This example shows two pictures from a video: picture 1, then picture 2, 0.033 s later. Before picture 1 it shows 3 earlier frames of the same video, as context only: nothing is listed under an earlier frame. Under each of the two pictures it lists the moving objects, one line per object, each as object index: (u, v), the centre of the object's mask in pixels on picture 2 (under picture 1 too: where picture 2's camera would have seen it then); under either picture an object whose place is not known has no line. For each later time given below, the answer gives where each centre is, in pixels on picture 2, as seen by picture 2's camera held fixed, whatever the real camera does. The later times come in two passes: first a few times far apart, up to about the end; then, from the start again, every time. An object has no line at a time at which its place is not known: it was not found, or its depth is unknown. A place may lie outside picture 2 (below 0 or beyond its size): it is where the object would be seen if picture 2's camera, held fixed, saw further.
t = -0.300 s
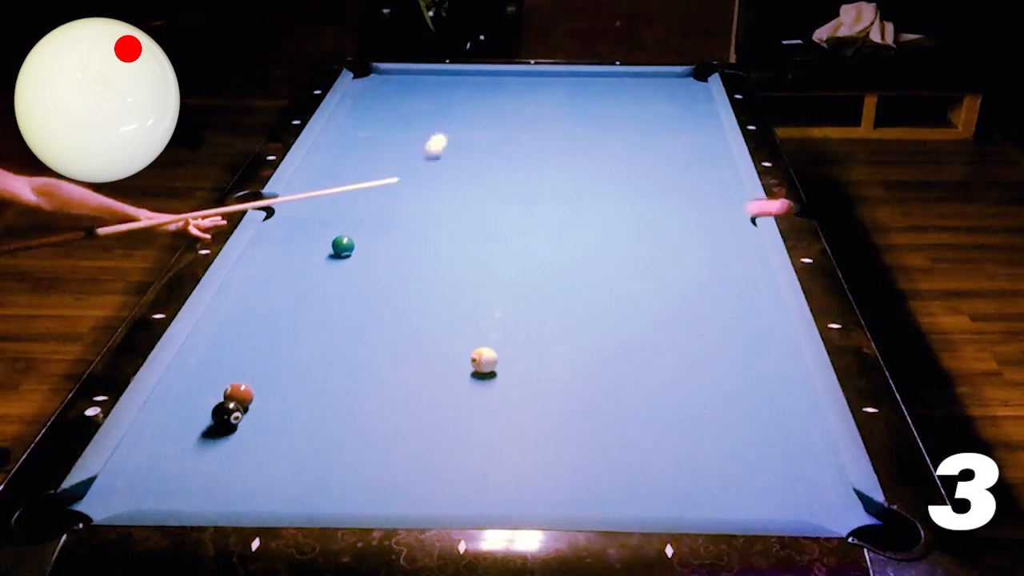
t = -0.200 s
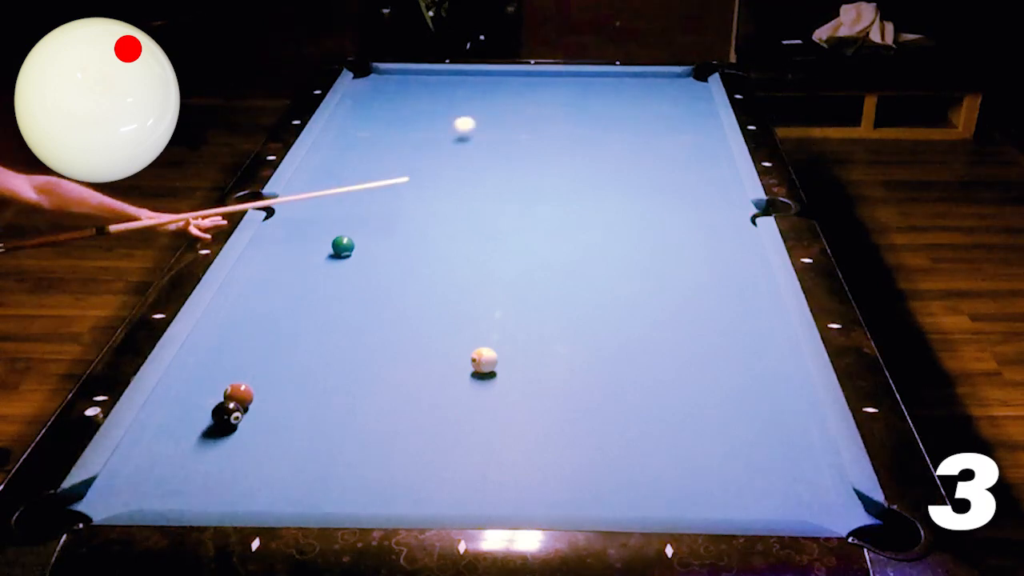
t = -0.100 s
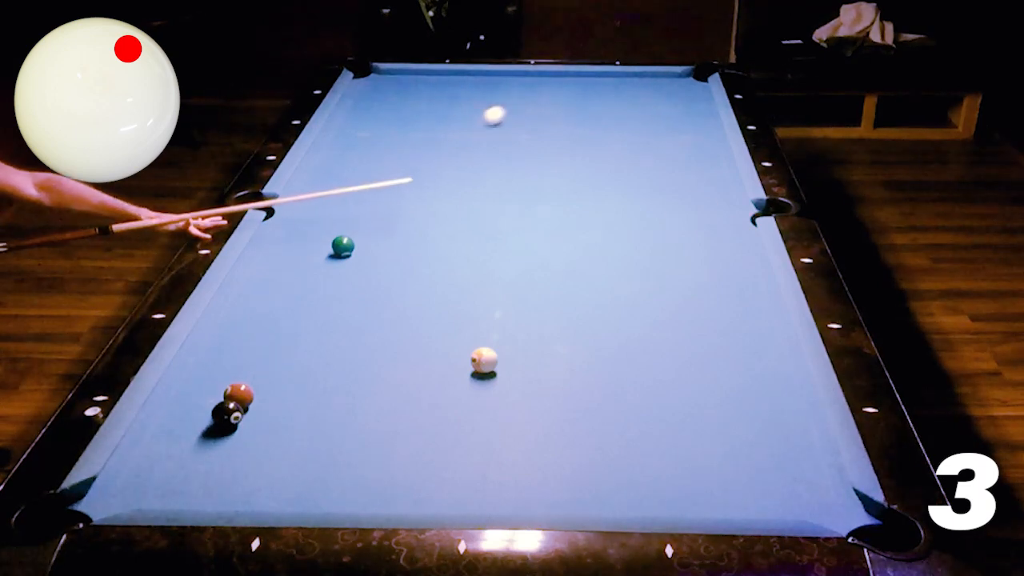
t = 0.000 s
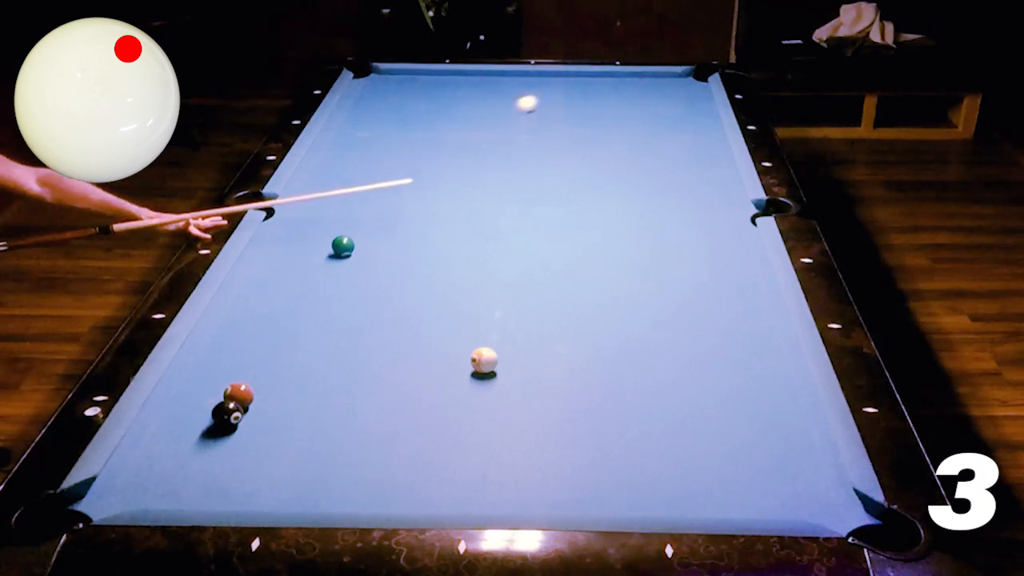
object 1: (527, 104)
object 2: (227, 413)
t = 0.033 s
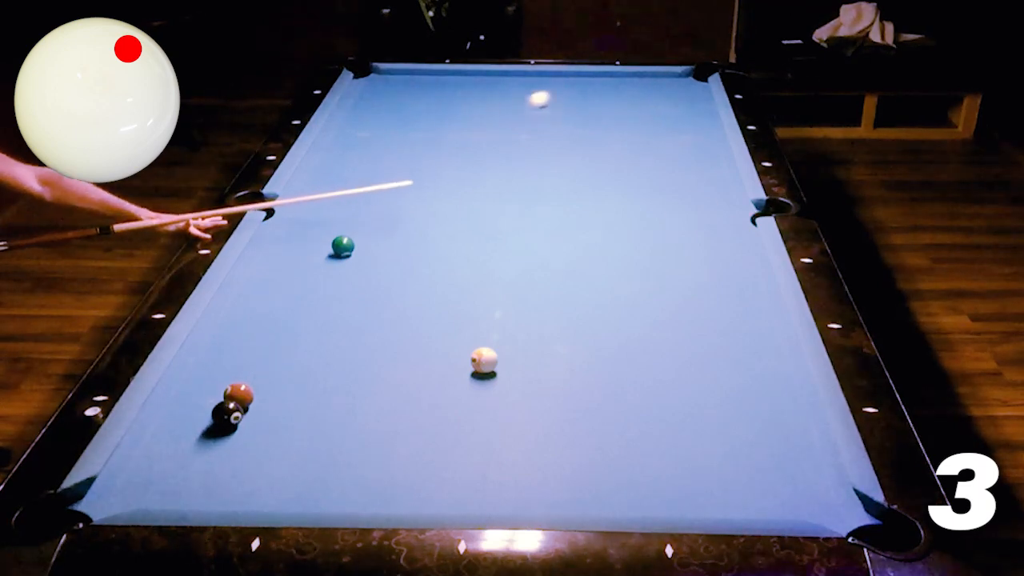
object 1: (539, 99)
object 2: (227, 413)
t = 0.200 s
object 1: (601, 79)
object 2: (227, 413)
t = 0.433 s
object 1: (663, 88)
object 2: (227, 413)
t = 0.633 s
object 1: (703, 103)
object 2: (227, 413)
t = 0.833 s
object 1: (681, 118)
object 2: (227, 413)
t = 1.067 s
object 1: (653, 137)
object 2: (227, 413)
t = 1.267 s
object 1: (629, 154)
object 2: (227, 413)
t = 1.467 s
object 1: (603, 173)
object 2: (227, 413)
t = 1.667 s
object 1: (576, 191)
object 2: (227, 413)
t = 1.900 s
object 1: (542, 215)
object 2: (227, 413)
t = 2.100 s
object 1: (511, 236)
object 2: (227, 413)
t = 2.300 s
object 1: (479, 259)
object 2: (227, 413)
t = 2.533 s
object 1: (438, 287)
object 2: (227, 413)
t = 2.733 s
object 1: (401, 312)
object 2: (227, 413)
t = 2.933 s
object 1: (361, 339)
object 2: (227, 413)
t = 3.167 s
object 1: (310, 374)
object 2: (227, 413)
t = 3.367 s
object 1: (264, 406)
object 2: (227, 413)
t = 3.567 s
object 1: (251, 431)
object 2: (195, 420)
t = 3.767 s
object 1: (242, 458)
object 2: (163, 426)
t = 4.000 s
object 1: (230, 488)
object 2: (150, 433)
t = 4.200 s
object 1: (228, 495)
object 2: (162, 438)
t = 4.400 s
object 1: (235, 483)
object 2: (172, 438)
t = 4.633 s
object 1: (243, 469)
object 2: (183, 441)
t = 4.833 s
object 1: (249, 459)
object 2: (189, 443)
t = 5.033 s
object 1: (253, 450)
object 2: (194, 444)
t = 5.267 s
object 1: (257, 442)
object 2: (197, 444)
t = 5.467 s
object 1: (259, 436)
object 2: (198, 444)
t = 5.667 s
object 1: (261, 432)
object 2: (197, 444)
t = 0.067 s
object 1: (551, 95)
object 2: (227, 413)
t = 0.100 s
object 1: (564, 91)
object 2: (227, 413)
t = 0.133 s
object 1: (577, 87)
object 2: (227, 413)
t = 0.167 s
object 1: (589, 83)
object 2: (227, 413)
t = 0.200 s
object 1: (601, 79)
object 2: (227, 413)
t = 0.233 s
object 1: (612, 75)
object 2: (227, 413)
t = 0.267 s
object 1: (621, 76)
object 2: (227, 413)
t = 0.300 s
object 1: (629, 79)
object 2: (227, 413)
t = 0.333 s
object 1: (638, 81)
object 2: (227, 413)
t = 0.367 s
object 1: (646, 84)
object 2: (227, 413)
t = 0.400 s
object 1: (654, 86)
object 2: (227, 413)
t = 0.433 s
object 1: (663, 88)
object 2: (227, 413)
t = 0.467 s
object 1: (671, 91)
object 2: (227, 413)
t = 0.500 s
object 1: (679, 93)
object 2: (227, 413)
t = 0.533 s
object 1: (688, 95)
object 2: (227, 413)
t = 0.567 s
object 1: (697, 98)
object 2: (227, 413)
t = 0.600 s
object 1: (705, 100)
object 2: (227, 413)
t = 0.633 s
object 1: (703, 103)
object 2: (227, 413)
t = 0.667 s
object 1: (699, 105)
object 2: (227, 413)
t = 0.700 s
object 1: (695, 108)
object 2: (227, 413)
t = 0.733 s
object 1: (692, 111)
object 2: (227, 413)
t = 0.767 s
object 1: (688, 113)
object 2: (227, 413)
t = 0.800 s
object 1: (685, 115)
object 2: (227, 413)
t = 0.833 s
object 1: (681, 118)
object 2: (227, 413)
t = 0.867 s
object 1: (677, 121)
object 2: (227, 413)
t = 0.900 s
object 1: (673, 124)
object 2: (227, 413)
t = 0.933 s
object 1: (669, 126)
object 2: (227, 413)
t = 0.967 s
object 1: (665, 129)
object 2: (227, 413)
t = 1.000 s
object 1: (661, 132)
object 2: (227, 413)
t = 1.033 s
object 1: (657, 134)
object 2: (227, 413)
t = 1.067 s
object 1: (653, 137)
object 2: (227, 413)
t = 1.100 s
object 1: (650, 140)
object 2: (227, 413)
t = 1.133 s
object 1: (645, 143)
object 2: (227, 413)
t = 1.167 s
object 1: (641, 146)
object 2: (227, 413)
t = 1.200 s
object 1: (637, 149)
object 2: (227, 413)
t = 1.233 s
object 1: (633, 151)
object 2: (227, 413)
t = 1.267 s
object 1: (629, 154)
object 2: (227, 413)
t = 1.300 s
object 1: (625, 157)
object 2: (227, 413)
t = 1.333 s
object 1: (620, 161)
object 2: (227, 413)
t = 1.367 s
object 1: (616, 163)
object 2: (227, 413)
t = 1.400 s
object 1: (612, 166)
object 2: (227, 413)
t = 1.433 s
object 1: (607, 169)
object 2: (227, 413)
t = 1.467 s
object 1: (603, 173)
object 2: (227, 413)
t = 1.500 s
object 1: (598, 175)
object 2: (227, 413)
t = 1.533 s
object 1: (594, 178)
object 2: (227, 413)
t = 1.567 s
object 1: (590, 181)
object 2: (227, 413)
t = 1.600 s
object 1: (585, 185)
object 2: (227, 413)
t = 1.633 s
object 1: (580, 188)
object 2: (227, 413)
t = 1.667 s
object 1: (576, 191)
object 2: (227, 413)
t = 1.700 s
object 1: (571, 194)
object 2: (227, 413)
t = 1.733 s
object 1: (566, 198)
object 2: (227, 413)
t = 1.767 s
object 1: (561, 201)
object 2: (227, 413)
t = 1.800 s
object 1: (557, 205)
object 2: (227, 413)
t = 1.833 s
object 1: (552, 208)
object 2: (227, 413)
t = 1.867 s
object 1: (547, 211)
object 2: (227, 413)
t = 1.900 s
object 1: (542, 215)
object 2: (227, 413)
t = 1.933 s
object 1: (537, 218)
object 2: (227, 413)
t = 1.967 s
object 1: (532, 222)
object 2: (227, 413)
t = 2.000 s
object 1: (527, 225)
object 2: (227, 413)
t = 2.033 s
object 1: (522, 229)
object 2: (227, 413)
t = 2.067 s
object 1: (517, 232)
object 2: (227, 413)
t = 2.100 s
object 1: (511, 236)
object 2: (227, 413)
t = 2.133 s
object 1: (506, 240)
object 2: (227, 413)
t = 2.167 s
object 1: (501, 244)
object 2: (227, 413)
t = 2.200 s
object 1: (496, 247)
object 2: (227, 413)
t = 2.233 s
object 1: (490, 251)
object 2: (227, 413)
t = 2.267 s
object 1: (485, 255)
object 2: (227, 413)
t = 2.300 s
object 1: (479, 259)
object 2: (227, 413)
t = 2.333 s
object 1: (473, 263)
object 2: (227, 413)
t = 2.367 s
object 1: (468, 266)
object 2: (227, 413)
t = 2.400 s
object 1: (462, 270)
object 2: (227, 413)
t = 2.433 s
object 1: (456, 274)
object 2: (227, 413)
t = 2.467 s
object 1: (450, 278)
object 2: (227, 413)
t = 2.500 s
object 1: (444, 282)
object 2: (227, 413)
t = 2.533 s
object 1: (438, 287)
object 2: (227, 413)
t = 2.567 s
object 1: (433, 290)
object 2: (227, 414)
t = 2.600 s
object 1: (426, 295)
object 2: (227, 413)
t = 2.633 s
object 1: (420, 299)
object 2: (227, 413)
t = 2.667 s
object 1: (414, 303)
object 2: (227, 413)
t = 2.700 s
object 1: (407, 308)
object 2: (227, 413)
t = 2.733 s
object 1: (401, 312)
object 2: (227, 413)
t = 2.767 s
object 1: (394, 317)
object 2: (227, 413)
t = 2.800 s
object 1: (387, 321)
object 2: (227, 413)
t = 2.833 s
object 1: (381, 326)
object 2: (227, 413)
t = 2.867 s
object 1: (374, 330)
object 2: (227, 413)
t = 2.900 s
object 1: (368, 335)
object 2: (227, 413)
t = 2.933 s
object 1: (361, 339)
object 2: (227, 413)
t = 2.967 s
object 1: (353, 345)
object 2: (227, 413)
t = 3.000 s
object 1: (346, 350)
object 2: (227, 413)
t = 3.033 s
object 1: (339, 354)
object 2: (227, 413)
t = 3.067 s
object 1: (332, 359)
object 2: (227, 413)
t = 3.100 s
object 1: (325, 364)
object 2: (227, 413)
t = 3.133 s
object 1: (318, 369)
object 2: (227, 413)
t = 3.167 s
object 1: (310, 374)
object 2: (227, 413)
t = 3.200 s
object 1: (303, 379)
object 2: (227, 413)
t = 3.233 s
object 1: (295, 384)
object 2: (227, 413)
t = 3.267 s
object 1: (286, 390)
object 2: (227, 413)
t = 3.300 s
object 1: (279, 395)
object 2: (227, 413)
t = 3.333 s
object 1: (272, 401)
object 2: (227, 413)
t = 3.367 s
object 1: (264, 406)
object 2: (227, 413)
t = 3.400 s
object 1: (259, 410)
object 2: (225, 413)
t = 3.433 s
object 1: (258, 414)
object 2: (217, 415)
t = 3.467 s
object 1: (256, 419)
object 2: (211, 416)
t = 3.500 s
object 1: (254, 423)
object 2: (205, 417)
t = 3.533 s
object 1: (253, 427)
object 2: (201, 418)
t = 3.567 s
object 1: (251, 431)
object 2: (195, 420)
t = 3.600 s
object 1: (249, 436)
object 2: (189, 421)
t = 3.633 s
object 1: (248, 440)
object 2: (185, 420)
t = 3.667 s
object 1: (246, 444)
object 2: (180, 422)
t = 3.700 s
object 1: (245, 449)
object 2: (174, 423)
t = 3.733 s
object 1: (243, 453)
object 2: (169, 425)
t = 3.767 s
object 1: (242, 458)
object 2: (163, 426)
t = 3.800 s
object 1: (240, 462)
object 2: (158, 428)
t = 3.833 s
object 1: (238, 466)
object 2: (153, 428)
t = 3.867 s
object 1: (237, 471)
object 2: (148, 430)
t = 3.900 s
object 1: (235, 475)
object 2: (144, 431)
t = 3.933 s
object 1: (233, 479)
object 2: (146, 432)
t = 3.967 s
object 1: (232, 483)
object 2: (148, 433)
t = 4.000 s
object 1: (230, 488)
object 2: (150, 433)
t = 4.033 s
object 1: (229, 492)
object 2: (152, 435)
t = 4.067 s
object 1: (227, 495)
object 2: (156, 436)
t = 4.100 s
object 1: (226, 498)
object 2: (158, 436)
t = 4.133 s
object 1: (226, 498)
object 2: (158, 437)
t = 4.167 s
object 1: (227, 497)
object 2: (160, 438)
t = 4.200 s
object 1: (228, 495)
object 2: (162, 438)
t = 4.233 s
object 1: (229, 494)
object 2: (164, 438)
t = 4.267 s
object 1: (230, 492)
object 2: (166, 439)
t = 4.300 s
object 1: (232, 488)
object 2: (168, 439)
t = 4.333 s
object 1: (233, 486)
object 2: (169, 440)
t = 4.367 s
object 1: (234, 485)
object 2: (171, 438)
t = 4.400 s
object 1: (235, 483)
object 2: (172, 438)
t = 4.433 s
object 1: (236, 481)
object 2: (174, 439)
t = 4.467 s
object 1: (238, 478)
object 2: (175, 439)
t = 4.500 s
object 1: (239, 477)
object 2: (177, 440)
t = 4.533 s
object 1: (240, 475)
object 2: (178, 440)
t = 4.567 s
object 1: (241, 473)
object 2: (180, 440)
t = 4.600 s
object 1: (242, 471)
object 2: (181, 441)
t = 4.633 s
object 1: (243, 469)
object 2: (183, 441)
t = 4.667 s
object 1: (244, 467)
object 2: (184, 441)
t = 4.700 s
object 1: (245, 465)
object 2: (185, 442)
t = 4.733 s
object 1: (246, 464)
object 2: (186, 442)
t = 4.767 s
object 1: (247, 462)
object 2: (187, 442)
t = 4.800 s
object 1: (248, 460)
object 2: (188, 442)
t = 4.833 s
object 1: (249, 459)
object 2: (189, 443)
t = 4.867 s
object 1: (249, 457)
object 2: (190, 443)
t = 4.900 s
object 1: (250, 456)
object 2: (191, 443)
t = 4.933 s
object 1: (251, 454)
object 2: (192, 443)
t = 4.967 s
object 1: (252, 453)
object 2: (192, 443)
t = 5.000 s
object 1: (253, 451)
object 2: (193, 443)
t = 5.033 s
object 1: (253, 450)
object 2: (194, 444)
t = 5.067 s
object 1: (254, 449)
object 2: (194, 444)
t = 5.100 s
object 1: (255, 447)
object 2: (195, 444)
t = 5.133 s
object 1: (255, 446)
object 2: (195, 444)
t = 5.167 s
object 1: (256, 445)
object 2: (196, 444)
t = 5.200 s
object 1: (257, 444)
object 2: (196, 444)
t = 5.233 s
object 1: (257, 443)
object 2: (197, 444)
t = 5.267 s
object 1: (257, 442)
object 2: (197, 444)
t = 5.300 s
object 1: (258, 441)
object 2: (197, 444)
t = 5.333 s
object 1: (258, 440)
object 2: (198, 444)
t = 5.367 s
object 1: (259, 439)
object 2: (198, 444)
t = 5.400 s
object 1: (259, 438)
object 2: (198, 444)
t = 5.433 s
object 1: (259, 437)
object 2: (198, 444)
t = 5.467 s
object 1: (259, 436)
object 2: (198, 444)
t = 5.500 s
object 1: (259, 435)
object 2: (198, 444)
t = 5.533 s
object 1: (260, 434)
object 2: (198, 444)
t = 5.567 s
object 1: (260, 434)
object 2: (198, 444)
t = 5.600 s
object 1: (260, 433)
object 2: (197, 444)
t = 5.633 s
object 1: (260, 432)
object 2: (197, 444)
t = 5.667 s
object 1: (261, 432)
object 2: (197, 444)
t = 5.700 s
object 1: (261, 431)
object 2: (197, 444)
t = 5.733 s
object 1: (261, 431)
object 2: (197, 444)
